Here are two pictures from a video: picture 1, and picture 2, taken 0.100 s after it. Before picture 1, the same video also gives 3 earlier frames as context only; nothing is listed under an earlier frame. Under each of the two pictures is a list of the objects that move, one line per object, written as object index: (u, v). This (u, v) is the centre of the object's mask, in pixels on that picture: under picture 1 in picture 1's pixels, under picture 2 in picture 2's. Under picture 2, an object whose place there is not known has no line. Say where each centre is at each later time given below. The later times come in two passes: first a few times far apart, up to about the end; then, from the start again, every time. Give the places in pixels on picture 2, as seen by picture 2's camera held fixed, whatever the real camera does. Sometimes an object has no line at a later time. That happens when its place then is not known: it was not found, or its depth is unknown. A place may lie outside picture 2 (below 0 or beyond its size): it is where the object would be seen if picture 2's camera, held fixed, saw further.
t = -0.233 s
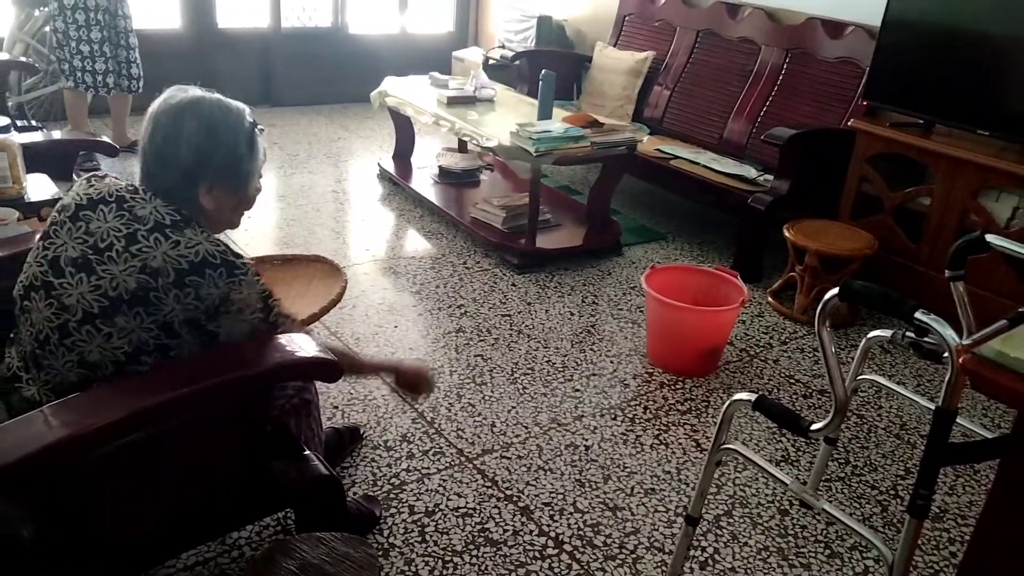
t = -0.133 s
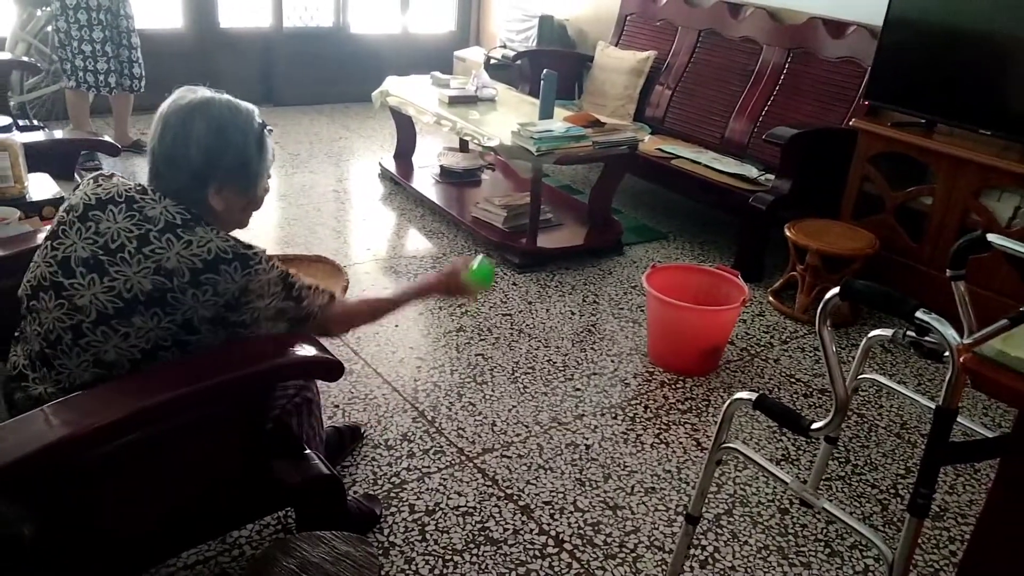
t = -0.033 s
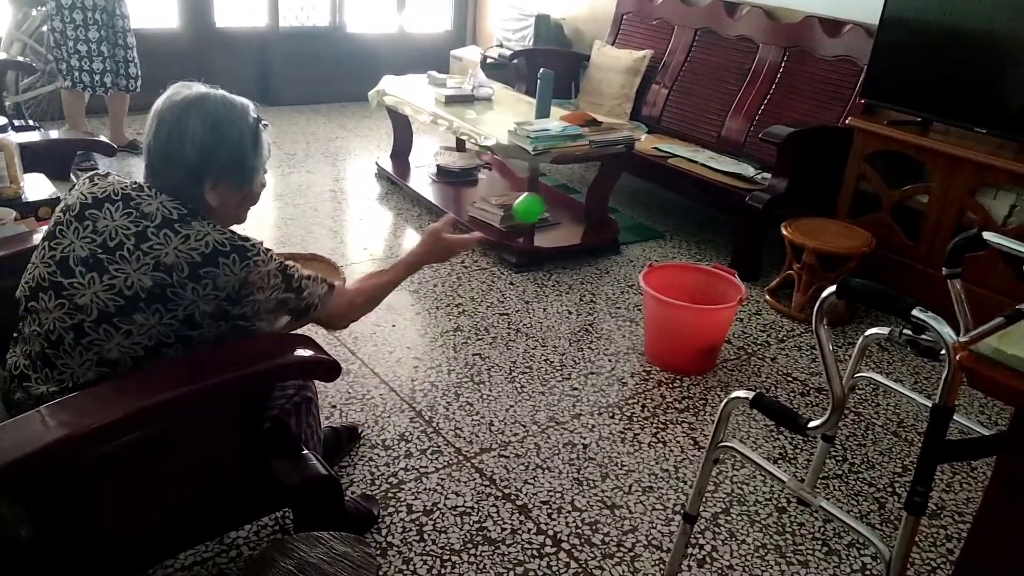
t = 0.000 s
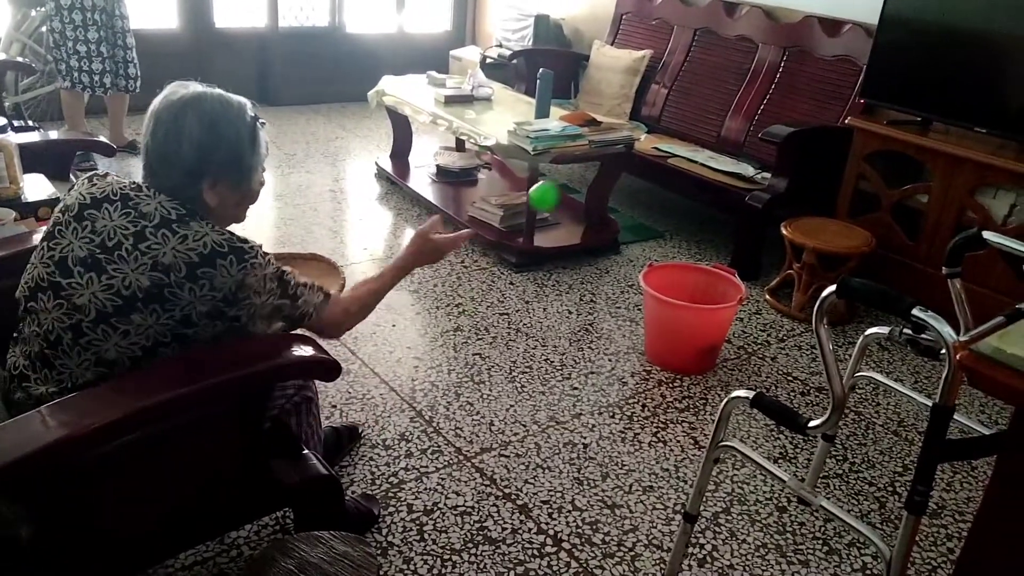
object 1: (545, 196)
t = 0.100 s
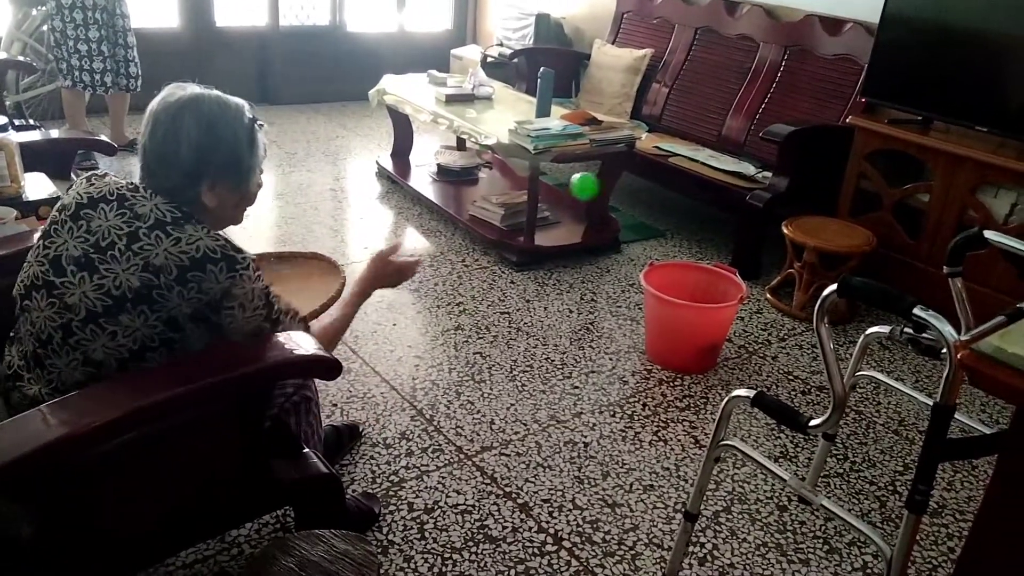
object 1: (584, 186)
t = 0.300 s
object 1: (637, 265)
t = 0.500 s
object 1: (552, 257)
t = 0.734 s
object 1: (434, 339)
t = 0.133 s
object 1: (596, 191)
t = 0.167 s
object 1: (606, 200)
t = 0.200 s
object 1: (616, 212)
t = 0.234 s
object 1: (624, 226)
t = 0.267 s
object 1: (631, 243)
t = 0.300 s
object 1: (637, 265)
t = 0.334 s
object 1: (637, 277)
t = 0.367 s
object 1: (621, 267)
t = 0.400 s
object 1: (605, 259)
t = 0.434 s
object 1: (588, 256)
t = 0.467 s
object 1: (571, 255)
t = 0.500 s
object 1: (552, 257)
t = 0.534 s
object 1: (535, 263)
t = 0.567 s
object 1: (517, 272)
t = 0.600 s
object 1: (498, 285)
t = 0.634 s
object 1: (481, 300)
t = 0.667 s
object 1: (462, 320)
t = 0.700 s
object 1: (445, 342)
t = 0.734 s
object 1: (434, 339)
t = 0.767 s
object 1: (425, 323)
